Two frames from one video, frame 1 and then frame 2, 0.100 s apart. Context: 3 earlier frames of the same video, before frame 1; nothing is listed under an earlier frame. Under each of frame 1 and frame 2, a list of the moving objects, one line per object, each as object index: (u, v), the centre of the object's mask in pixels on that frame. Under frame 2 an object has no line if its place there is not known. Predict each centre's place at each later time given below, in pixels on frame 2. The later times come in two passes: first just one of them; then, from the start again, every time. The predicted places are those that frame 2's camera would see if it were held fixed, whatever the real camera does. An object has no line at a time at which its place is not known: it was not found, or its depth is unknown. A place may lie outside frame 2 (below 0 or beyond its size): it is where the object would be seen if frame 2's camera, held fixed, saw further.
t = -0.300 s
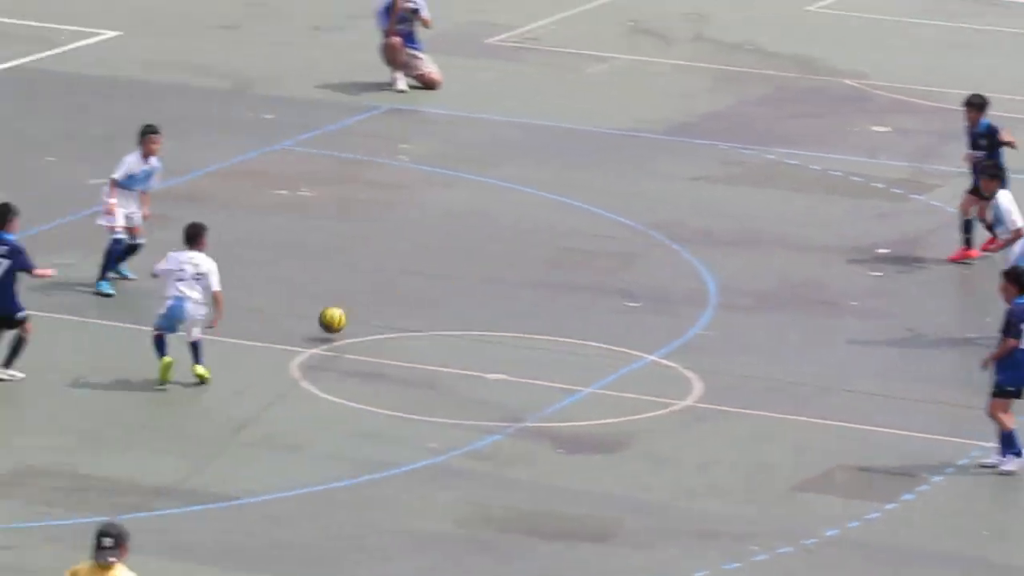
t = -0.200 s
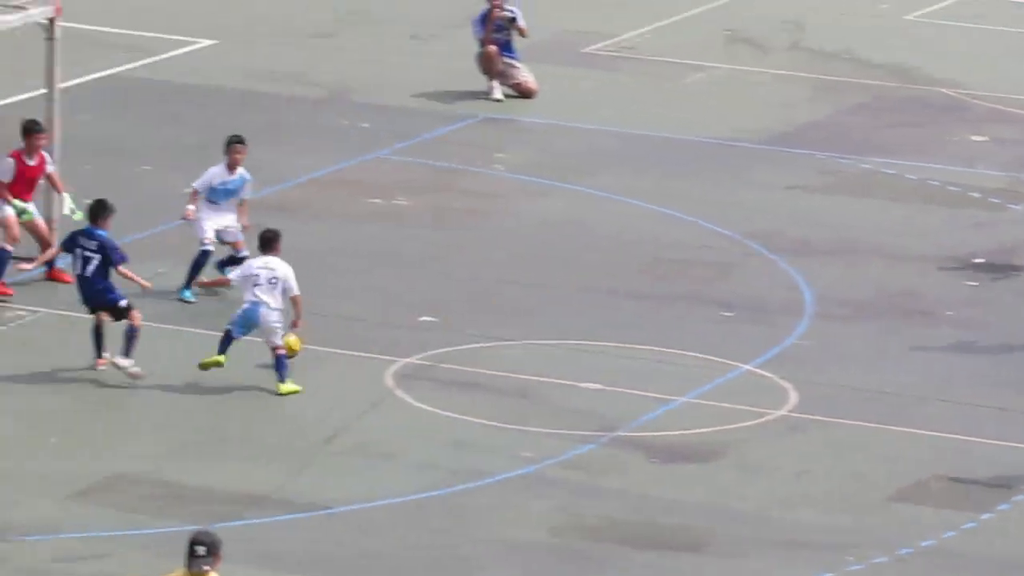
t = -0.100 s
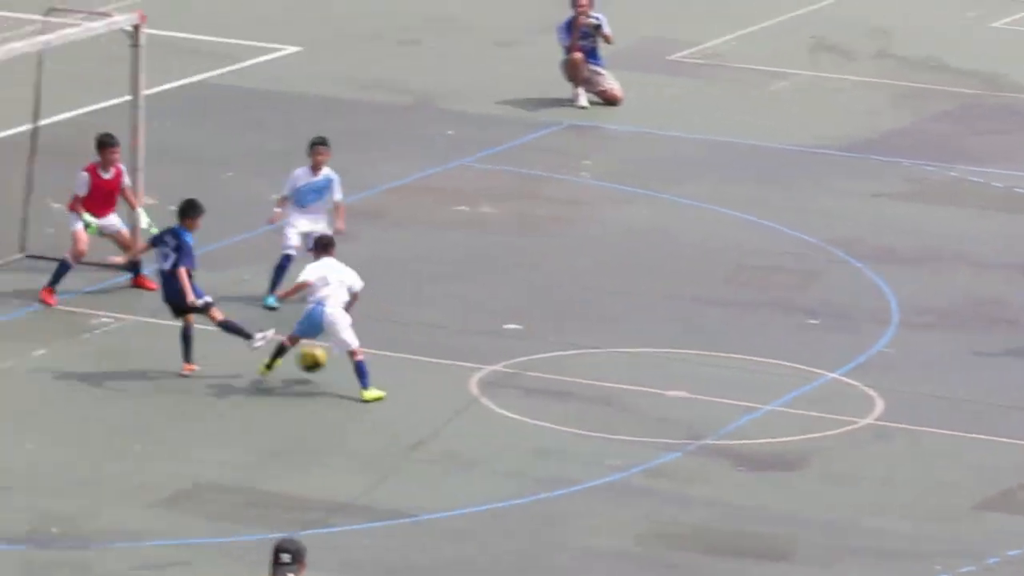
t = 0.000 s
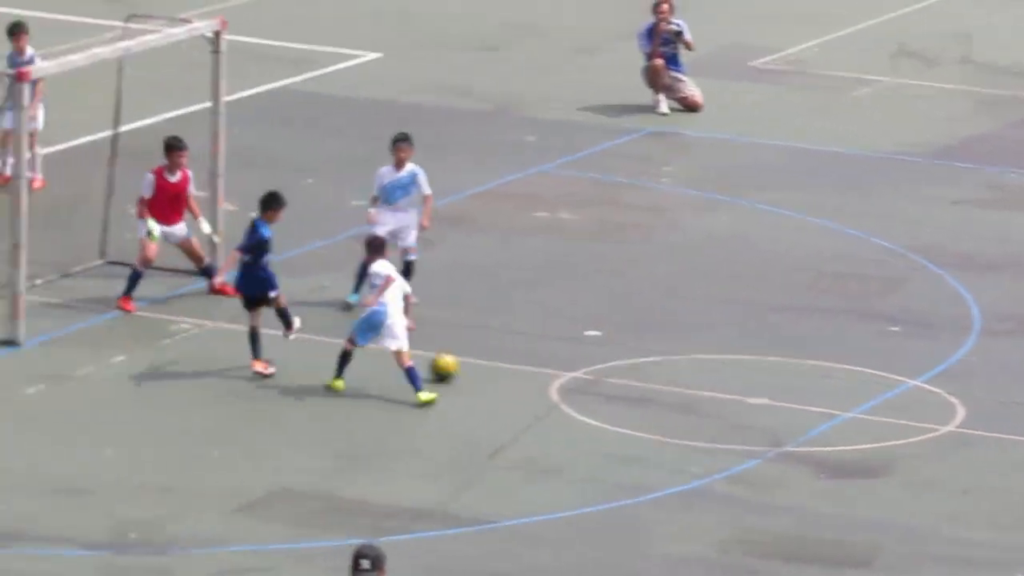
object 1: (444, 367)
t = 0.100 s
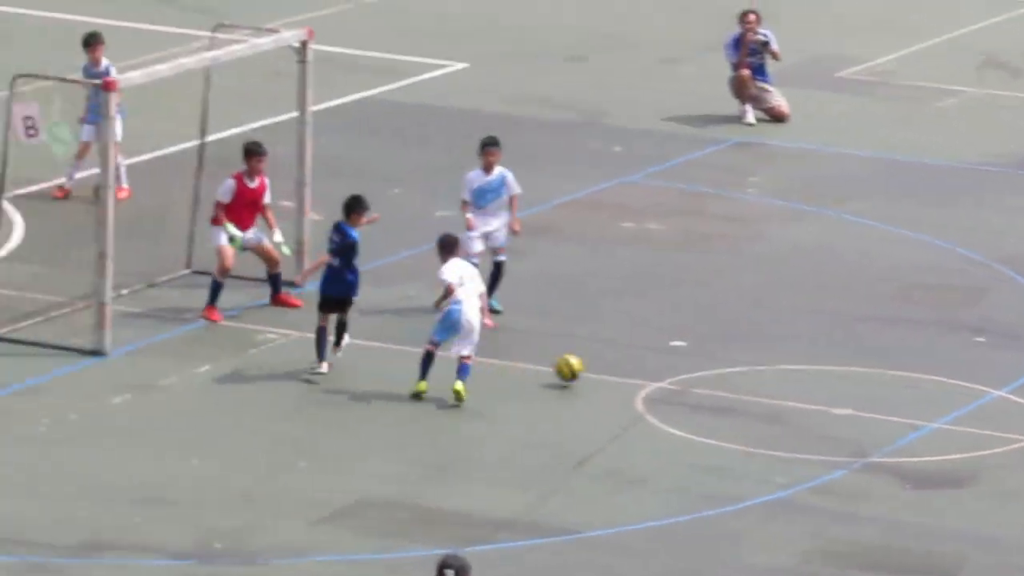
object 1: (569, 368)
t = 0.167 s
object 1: (595, 369)
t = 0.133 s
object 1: (582, 368)
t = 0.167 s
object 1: (595, 369)
